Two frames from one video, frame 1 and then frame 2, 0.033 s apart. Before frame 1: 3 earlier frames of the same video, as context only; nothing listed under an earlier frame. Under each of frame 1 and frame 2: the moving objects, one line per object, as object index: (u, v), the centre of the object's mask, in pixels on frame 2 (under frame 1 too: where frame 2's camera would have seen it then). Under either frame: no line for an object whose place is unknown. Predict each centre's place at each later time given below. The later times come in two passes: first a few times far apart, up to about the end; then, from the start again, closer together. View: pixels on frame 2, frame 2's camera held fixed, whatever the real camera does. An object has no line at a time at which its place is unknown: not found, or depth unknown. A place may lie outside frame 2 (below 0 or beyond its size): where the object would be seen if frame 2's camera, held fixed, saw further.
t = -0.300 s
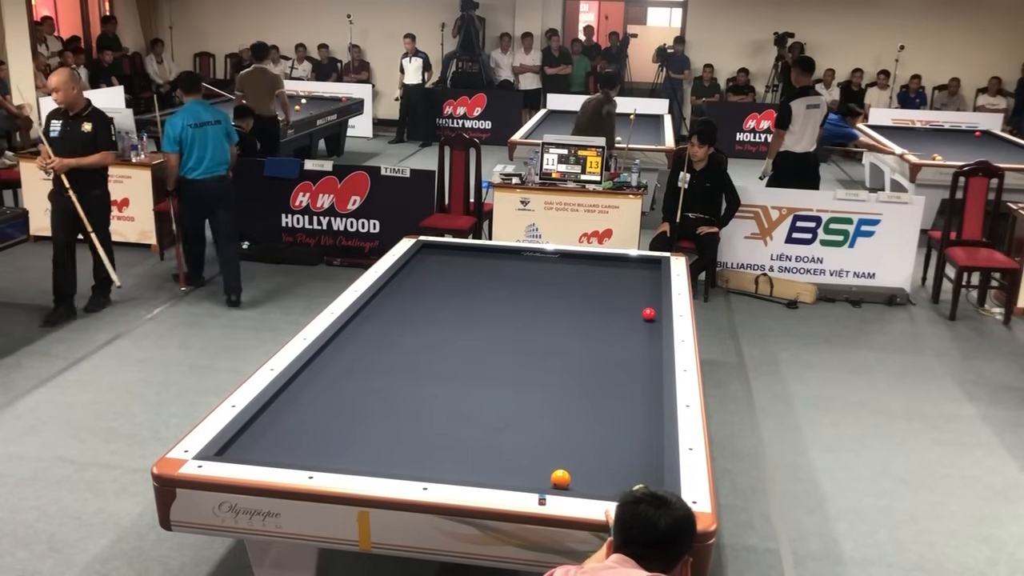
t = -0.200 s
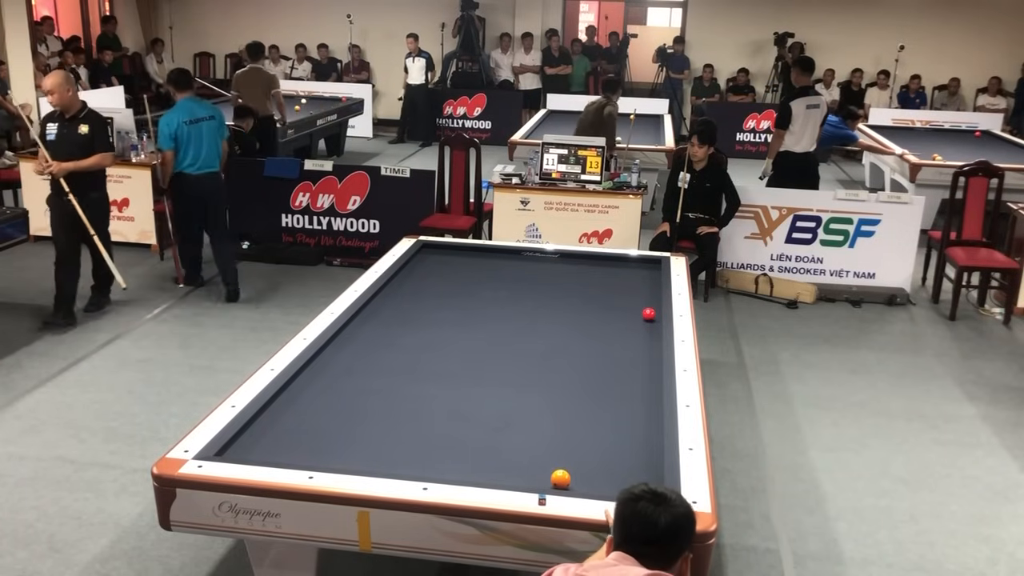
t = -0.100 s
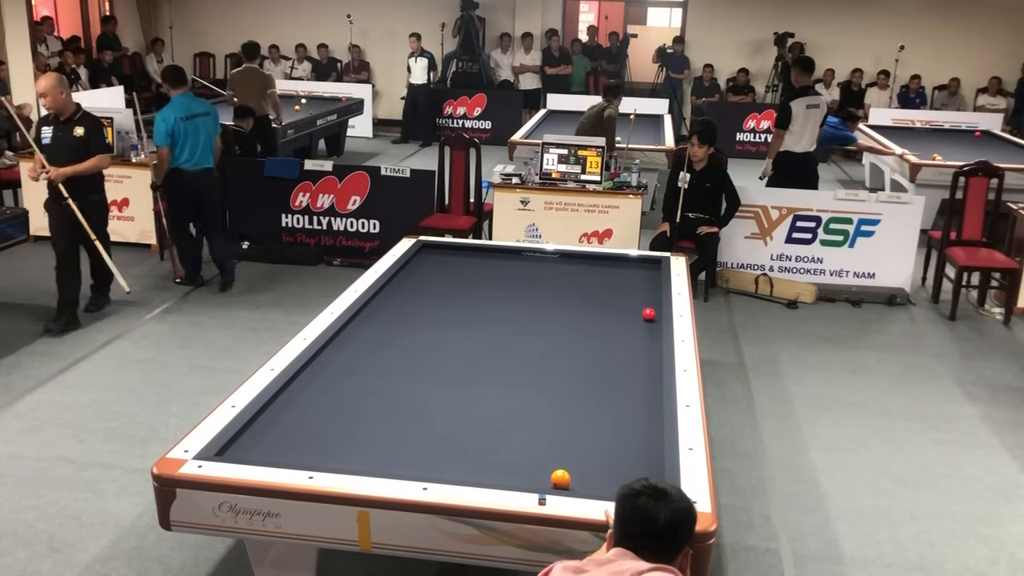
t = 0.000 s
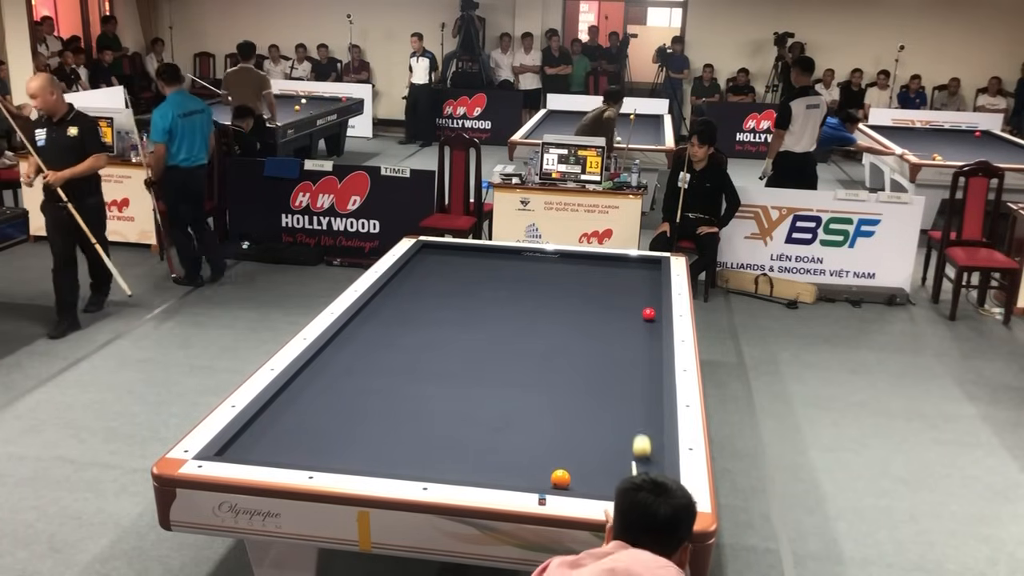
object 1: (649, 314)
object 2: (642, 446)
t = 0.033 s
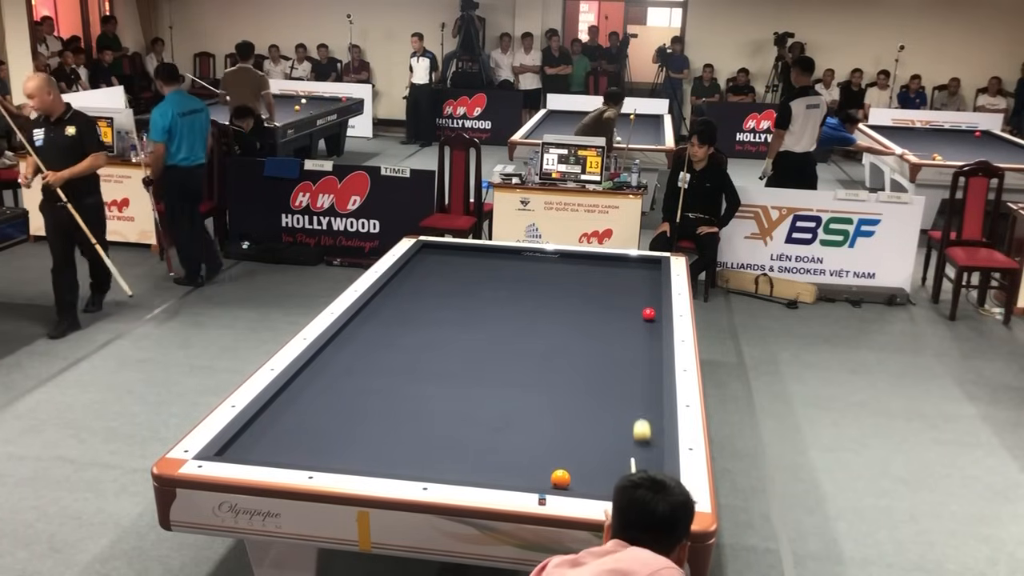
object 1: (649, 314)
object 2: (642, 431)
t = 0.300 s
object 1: (649, 314)
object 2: (642, 335)
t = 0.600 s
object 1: (609, 281)
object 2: (574, 297)
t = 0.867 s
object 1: (563, 255)
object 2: (516, 274)
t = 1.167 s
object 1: (509, 265)
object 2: (471, 249)
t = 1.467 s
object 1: (452, 274)
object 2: (428, 261)
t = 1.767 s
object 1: (390, 285)
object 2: (461, 279)
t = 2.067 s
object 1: (406, 303)
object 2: (493, 297)
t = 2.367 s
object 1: (423, 322)
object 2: (527, 318)
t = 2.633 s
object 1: (440, 341)
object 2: (562, 338)
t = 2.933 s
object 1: (461, 366)
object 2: (606, 363)
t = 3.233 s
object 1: (485, 392)
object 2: (654, 393)
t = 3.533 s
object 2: (627, 410)
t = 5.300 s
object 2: (426, 463)
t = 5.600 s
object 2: (402, 454)
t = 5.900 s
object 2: (379, 447)
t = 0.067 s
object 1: (649, 314)
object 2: (642, 416)
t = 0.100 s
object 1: (649, 314)
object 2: (642, 402)
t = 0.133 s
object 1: (649, 314)
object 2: (642, 389)
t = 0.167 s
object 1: (649, 314)
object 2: (642, 376)
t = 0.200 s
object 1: (649, 314)
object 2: (642, 365)
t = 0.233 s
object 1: (649, 314)
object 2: (642, 355)
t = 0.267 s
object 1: (649, 314)
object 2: (642, 344)
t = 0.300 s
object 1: (649, 314)
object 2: (642, 335)
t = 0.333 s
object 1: (649, 313)
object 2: (642, 326)
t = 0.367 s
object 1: (651, 313)
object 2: (641, 318)
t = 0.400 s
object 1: (654, 308)
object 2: (632, 314)
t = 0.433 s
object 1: (646, 303)
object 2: (621, 312)
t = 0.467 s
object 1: (638, 298)
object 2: (611, 309)
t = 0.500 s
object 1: (630, 294)
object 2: (601, 306)
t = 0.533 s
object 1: (623, 289)
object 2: (592, 303)
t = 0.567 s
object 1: (616, 285)
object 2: (583, 301)
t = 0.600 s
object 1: (609, 281)
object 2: (574, 297)
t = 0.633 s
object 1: (602, 277)
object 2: (566, 295)
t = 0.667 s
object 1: (596, 274)
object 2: (558, 292)
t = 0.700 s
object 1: (590, 270)
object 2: (550, 289)
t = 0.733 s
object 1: (584, 267)
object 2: (543, 286)
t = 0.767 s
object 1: (579, 264)
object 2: (536, 283)
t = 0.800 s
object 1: (574, 261)
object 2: (529, 280)
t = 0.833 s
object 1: (569, 258)
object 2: (523, 277)
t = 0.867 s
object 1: (563, 255)
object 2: (516, 274)
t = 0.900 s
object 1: (558, 254)
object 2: (511, 271)
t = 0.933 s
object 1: (553, 255)
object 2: (505, 268)
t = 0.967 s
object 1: (546, 257)
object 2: (500, 265)
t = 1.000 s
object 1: (540, 259)
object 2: (495, 263)
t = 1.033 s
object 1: (533, 260)
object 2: (490, 260)
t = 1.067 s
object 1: (527, 261)
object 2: (485, 257)
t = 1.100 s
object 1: (521, 262)
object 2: (480, 254)
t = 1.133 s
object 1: (515, 263)
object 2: (475, 252)
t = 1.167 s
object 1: (509, 265)
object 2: (471, 249)
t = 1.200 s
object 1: (503, 266)
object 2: (464, 248)
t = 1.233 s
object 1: (497, 266)
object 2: (455, 250)
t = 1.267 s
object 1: (491, 267)
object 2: (446, 251)
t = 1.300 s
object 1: (484, 269)
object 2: (438, 252)
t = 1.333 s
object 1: (478, 270)
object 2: (429, 253)
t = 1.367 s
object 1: (471, 271)
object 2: (420, 255)
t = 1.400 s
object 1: (465, 272)
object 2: (419, 256)
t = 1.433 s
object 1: (458, 274)
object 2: (423, 259)
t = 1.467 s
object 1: (452, 274)
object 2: (428, 261)
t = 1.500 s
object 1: (445, 276)
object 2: (432, 263)
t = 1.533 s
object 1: (439, 277)
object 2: (436, 265)
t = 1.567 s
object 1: (432, 278)
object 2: (440, 267)
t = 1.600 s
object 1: (425, 279)
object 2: (444, 269)
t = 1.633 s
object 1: (419, 280)
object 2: (447, 271)
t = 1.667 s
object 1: (411, 281)
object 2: (451, 273)
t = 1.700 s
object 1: (405, 282)
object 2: (454, 275)
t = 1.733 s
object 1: (398, 284)
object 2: (457, 277)
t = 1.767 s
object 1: (390, 285)
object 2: (461, 279)
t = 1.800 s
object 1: (388, 287)
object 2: (464, 281)
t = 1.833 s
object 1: (391, 289)
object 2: (468, 283)
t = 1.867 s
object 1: (394, 291)
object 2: (471, 285)
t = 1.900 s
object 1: (396, 292)
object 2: (475, 287)
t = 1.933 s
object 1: (399, 295)
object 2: (478, 289)
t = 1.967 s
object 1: (401, 296)
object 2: (482, 291)
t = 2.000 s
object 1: (402, 299)
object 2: (485, 293)
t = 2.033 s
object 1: (404, 301)
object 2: (489, 295)
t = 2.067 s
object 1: (406, 303)
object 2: (493, 297)
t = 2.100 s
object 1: (407, 305)
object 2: (496, 300)
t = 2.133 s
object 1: (409, 307)
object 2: (500, 302)
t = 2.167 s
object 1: (411, 308)
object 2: (504, 304)
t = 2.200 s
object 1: (413, 311)
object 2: (508, 306)
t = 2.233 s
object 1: (416, 314)
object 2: (512, 308)
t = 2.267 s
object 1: (417, 316)
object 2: (515, 311)
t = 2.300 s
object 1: (419, 318)
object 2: (520, 313)
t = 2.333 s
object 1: (421, 320)
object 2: (523, 315)
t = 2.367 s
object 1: (423, 322)
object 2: (527, 318)
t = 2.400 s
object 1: (425, 325)
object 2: (531, 320)
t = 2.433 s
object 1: (427, 327)
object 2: (536, 322)
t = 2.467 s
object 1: (429, 329)
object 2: (540, 325)
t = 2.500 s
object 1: (431, 331)
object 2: (544, 328)
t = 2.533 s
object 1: (433, 334)
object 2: (549, 330)
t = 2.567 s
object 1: (435, 336)
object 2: (553, 333)
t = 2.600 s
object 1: (438, 339)
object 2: (557, 335)
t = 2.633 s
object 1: (440, 341)
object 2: (562, 338)
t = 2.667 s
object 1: (442, 344)
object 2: (567, 341)
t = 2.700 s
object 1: (444, 346)
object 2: (571, 343)
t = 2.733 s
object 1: (447, 350)
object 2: (576, 346)
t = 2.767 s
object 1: (449, 351)
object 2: (581, 349)
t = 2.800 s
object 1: (451, 354)
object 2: (586, 351)
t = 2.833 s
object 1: (454, 357)
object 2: (591, 355)
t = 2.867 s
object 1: (456, 360)
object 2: (596, 358)
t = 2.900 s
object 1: (458, 363)
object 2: (601, 361)
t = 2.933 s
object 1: (461, 366)
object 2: (606, 363)
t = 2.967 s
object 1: (463, 368)
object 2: (611, 365)
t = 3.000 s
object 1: (466, 371)
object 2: (617, 367)
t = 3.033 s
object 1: (468, 374)
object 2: (624, 369)
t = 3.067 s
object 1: (471, 377)
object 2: (629, 374)
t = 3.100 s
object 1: (474, 380)
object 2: (635, 379)
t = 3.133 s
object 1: (476, 383)
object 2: (639, 382)
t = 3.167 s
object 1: (479, 386)
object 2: (644, 387)
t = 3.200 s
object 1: (481, 389)
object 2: (650, 389)
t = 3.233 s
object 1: (485, 392)
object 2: (654, 393)
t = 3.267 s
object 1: (488, 396)
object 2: (650, 395)
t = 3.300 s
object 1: (490, 399)
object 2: (645, 396)
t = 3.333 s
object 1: (493, 402)
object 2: (640, 398)
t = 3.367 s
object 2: (637, 400)
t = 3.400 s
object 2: (633, 402)
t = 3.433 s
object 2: (631, 404)
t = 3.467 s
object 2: (629, 406)
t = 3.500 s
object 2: (628, 408)
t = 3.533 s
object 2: (627, 410)
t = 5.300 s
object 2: (426, 463)
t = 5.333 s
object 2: (423, 462)
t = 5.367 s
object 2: (420, 461)
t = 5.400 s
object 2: (418, 460)
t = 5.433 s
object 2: (415, 459)
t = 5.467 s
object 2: (412, 458)
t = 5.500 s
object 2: (410, 457)
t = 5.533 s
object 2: (407, 456)
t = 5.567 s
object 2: (404, 456)
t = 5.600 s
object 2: (402, 454)
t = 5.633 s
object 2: (400, 454)
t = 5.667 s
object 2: (397, 453)
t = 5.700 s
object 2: (395, 452)
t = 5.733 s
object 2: (392, 451)
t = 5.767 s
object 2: (389, 451)
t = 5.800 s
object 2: (386, 450)
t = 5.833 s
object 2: (384, 449)
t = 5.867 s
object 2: (382, 448)
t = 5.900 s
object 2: (379, 447)
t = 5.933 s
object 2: (377, 447)
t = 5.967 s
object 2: (375, 446)
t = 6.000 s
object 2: (372, 445)
